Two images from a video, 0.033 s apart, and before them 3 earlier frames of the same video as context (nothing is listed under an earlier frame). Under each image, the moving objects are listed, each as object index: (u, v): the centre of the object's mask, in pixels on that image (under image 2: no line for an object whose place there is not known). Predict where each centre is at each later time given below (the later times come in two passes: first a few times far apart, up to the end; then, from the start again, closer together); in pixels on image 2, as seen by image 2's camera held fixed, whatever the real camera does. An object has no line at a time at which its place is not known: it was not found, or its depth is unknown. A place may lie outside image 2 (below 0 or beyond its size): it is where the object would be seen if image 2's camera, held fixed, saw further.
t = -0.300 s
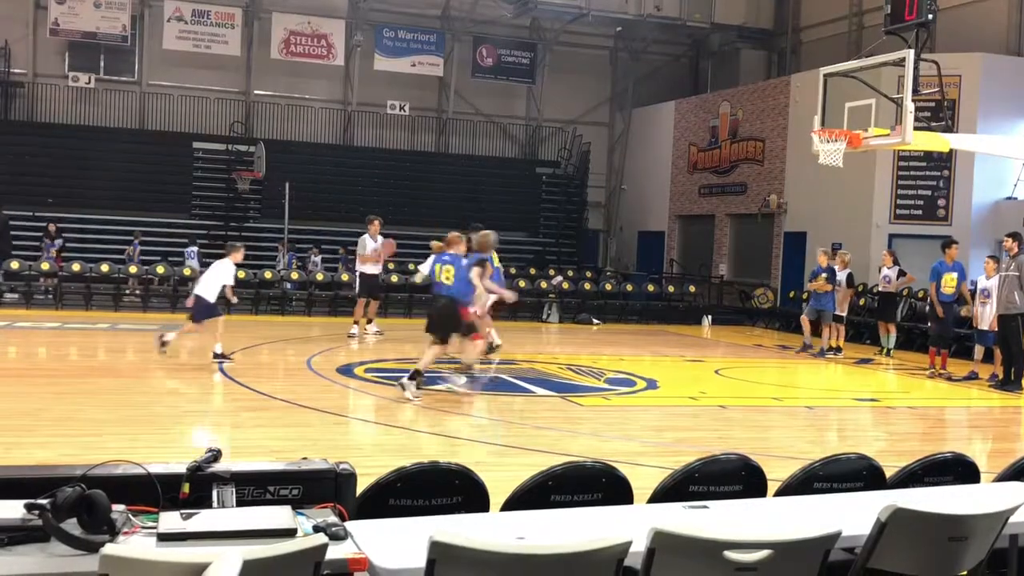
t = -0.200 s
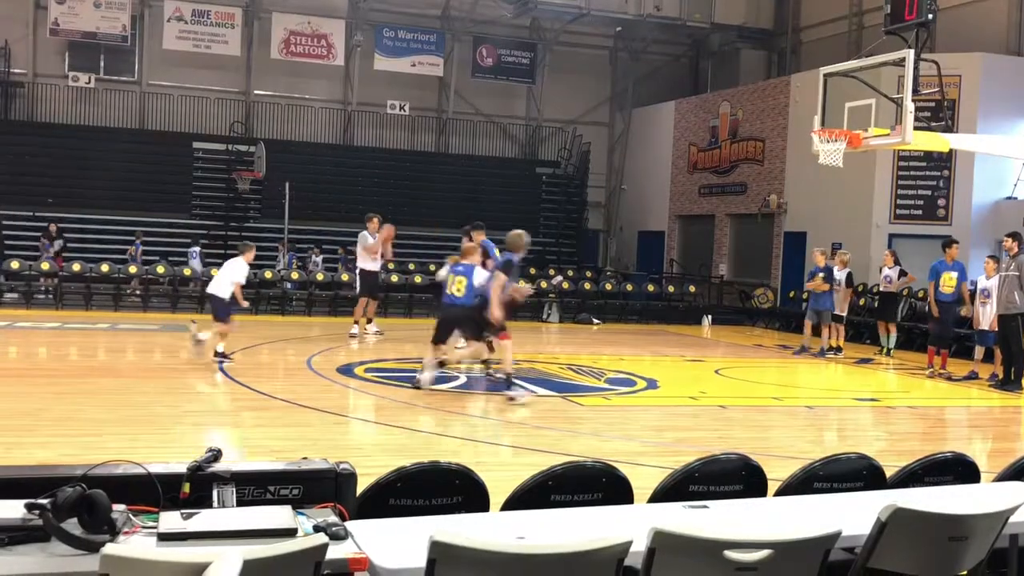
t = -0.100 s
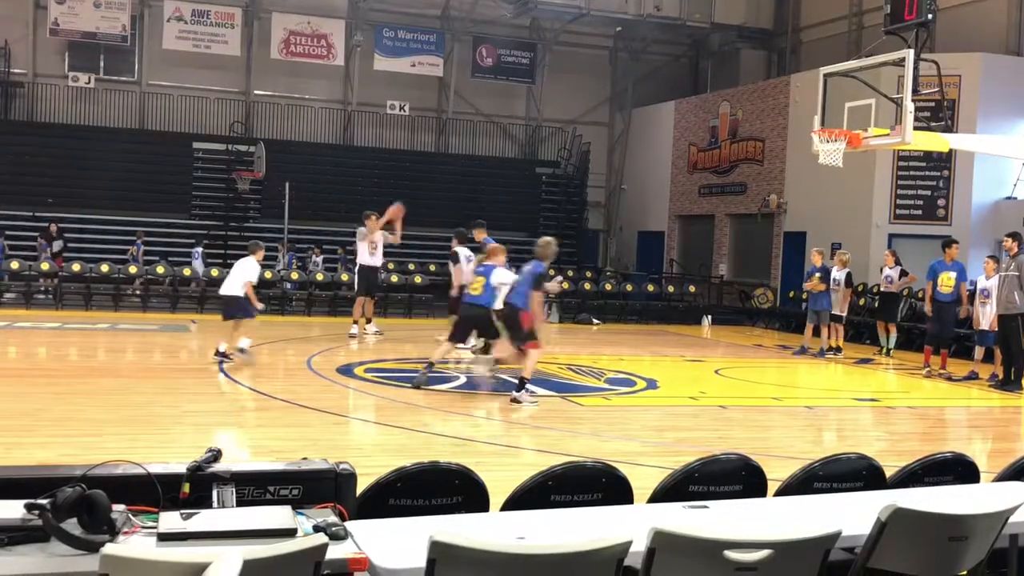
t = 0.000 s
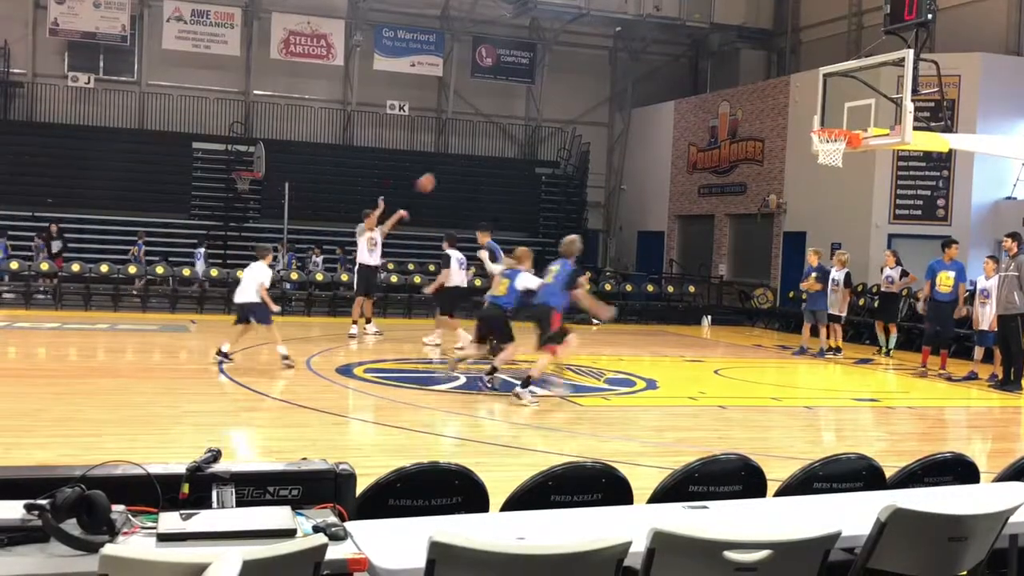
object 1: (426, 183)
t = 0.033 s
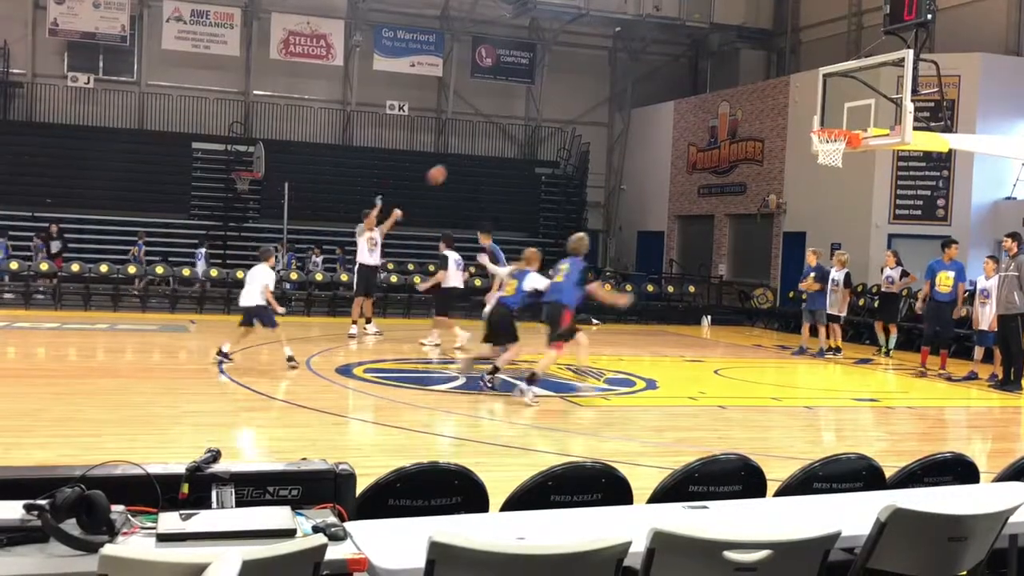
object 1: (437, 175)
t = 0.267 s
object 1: (518, 135)
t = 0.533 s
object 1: (617, 133)
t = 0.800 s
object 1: (723, 188)
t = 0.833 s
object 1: (738, 200)
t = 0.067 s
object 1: (448, 168)
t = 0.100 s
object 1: (459, 161)
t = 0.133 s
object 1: (471, 154)
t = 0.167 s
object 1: (482, 148)
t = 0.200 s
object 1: (494, 143)
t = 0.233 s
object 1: (506, 138)
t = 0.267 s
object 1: (518, 135)
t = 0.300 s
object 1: (530, 132)
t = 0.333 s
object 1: (543, 129)
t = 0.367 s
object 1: (555, 129)
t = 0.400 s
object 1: (568, 128)
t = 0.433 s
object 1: (580, 128)
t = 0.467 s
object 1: (592, 128)
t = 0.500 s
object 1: (605, 131)
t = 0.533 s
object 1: (617, 133)
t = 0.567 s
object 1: (630, 137)
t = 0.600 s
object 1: (643, 140)
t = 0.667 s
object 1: (669, 151)
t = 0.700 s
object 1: (682, 160)
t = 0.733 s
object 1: (696, 168)
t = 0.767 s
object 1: (712, 178)
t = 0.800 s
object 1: (723, 188)
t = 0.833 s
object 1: (738, 200)
